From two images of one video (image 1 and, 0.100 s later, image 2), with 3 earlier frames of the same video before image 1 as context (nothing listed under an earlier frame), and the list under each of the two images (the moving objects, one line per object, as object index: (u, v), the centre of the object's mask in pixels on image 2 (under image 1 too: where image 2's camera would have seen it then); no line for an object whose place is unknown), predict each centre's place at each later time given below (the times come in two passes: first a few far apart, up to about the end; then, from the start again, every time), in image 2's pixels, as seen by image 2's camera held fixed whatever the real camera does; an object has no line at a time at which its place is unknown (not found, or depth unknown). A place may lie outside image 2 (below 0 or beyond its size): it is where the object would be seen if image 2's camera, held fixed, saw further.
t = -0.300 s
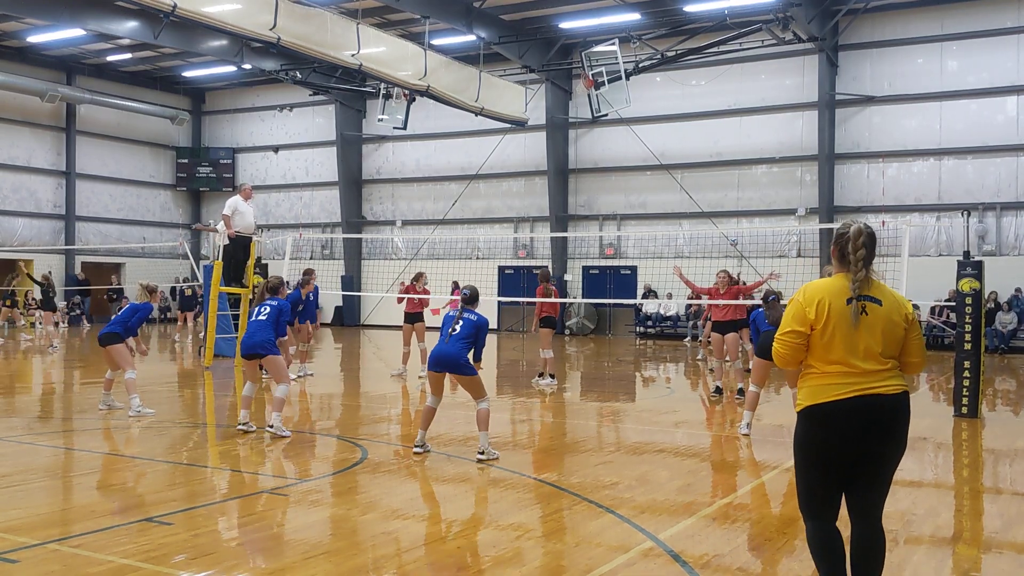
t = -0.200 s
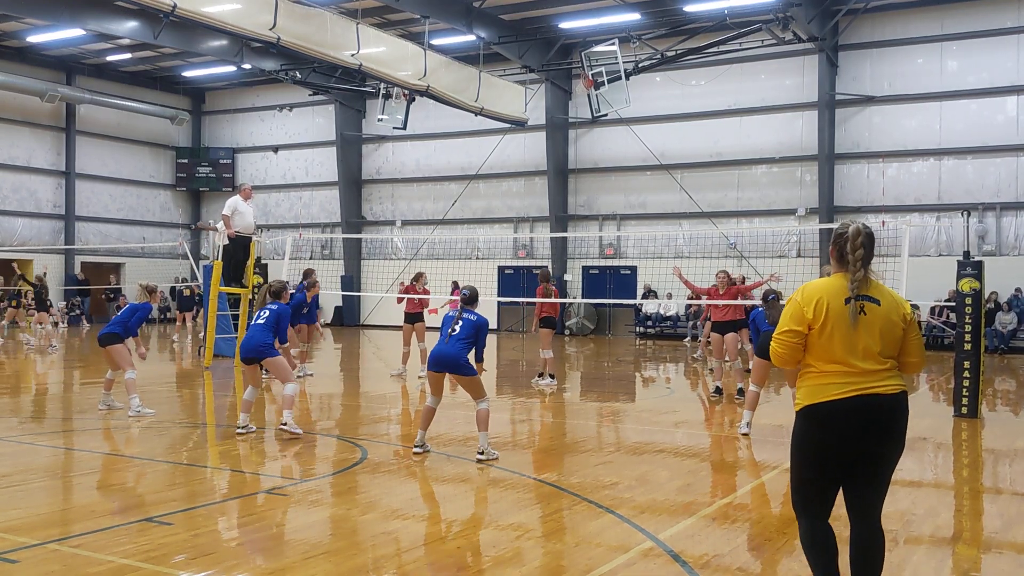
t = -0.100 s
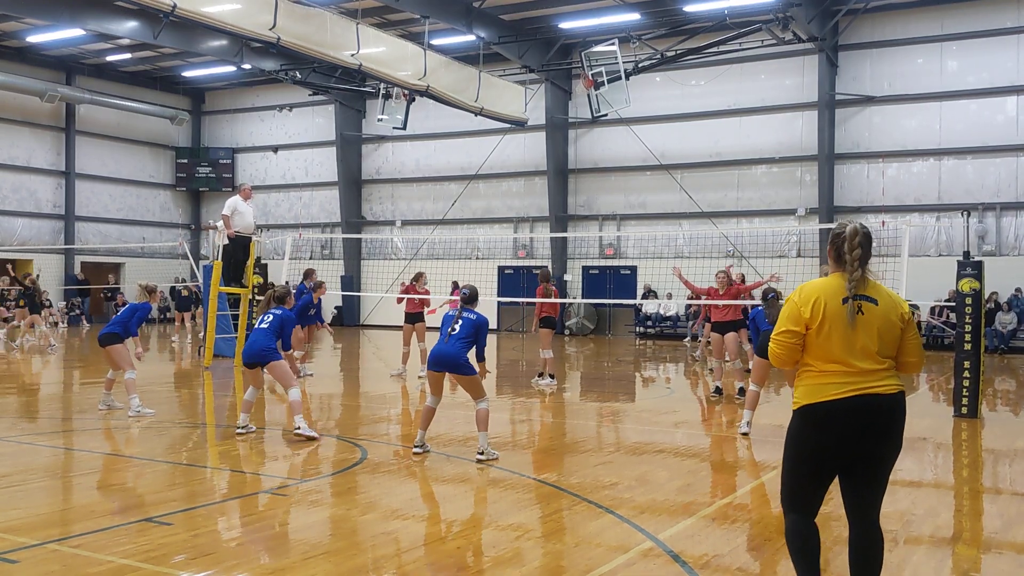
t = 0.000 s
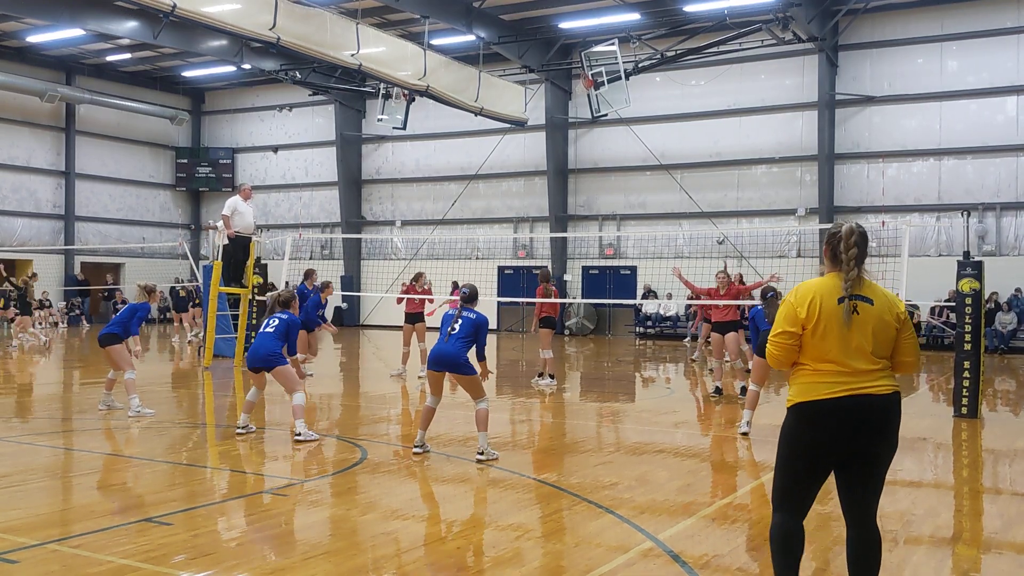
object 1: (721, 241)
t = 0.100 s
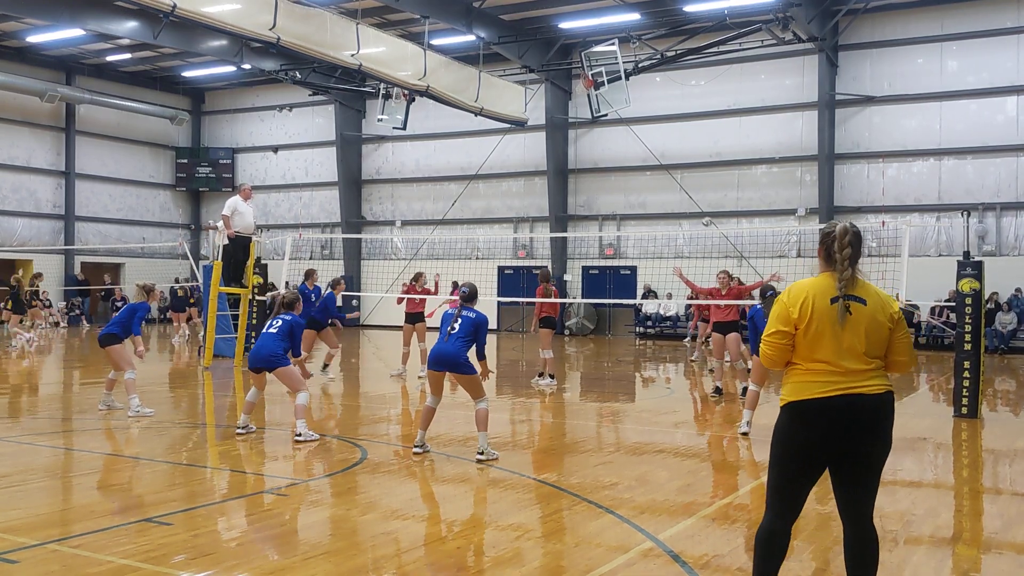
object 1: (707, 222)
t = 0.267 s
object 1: (682, 199)
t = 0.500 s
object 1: (634, 185)
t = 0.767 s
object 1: (548, 208)
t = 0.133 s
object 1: (702, 216)
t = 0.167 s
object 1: (697, 211)
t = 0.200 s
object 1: (692, 208)
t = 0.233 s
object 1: (687, 202)
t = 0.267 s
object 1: (682, 199)
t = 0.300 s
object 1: (676, 195)
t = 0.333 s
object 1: (670, 193)
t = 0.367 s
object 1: (663, 190)
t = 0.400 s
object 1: (657, 188)
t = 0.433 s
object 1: (650, 186)
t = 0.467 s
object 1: (642, 185)
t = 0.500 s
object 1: (634, 185)
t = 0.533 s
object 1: (626, 185)
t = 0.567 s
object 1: (617, 186)
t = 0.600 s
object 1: (607, 187)
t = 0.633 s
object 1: (597, 189)
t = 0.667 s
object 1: (586, 193)
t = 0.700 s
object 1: (574, 197)
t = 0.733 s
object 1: (561, 202)
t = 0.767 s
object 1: (548, 208)
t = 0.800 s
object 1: (532, 216)
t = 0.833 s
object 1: (516, 224)
